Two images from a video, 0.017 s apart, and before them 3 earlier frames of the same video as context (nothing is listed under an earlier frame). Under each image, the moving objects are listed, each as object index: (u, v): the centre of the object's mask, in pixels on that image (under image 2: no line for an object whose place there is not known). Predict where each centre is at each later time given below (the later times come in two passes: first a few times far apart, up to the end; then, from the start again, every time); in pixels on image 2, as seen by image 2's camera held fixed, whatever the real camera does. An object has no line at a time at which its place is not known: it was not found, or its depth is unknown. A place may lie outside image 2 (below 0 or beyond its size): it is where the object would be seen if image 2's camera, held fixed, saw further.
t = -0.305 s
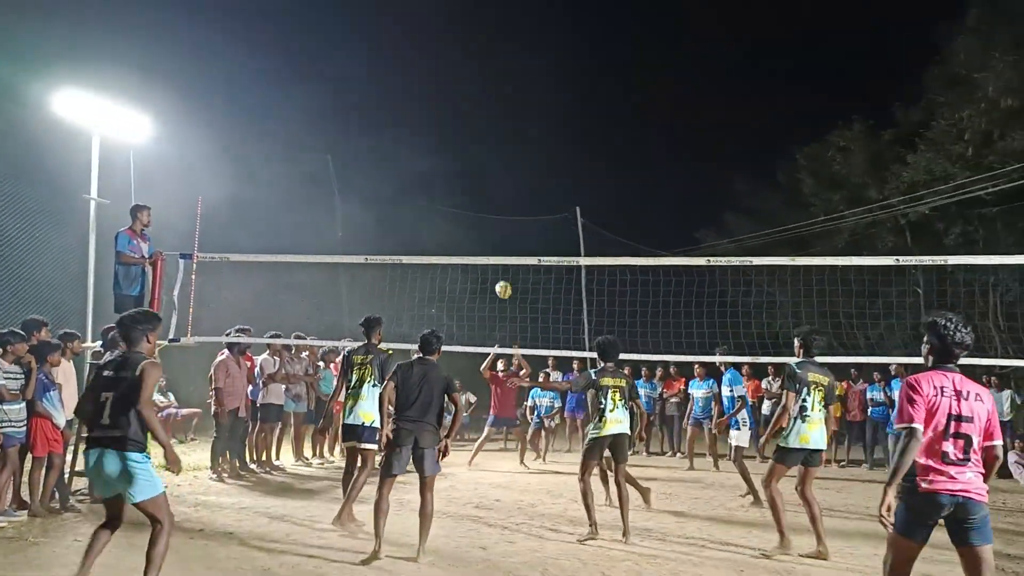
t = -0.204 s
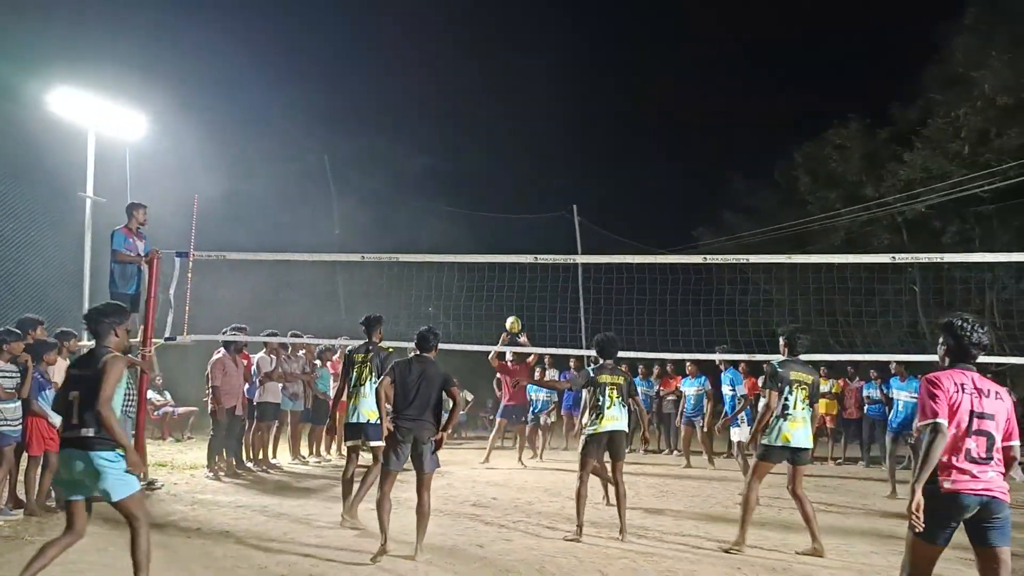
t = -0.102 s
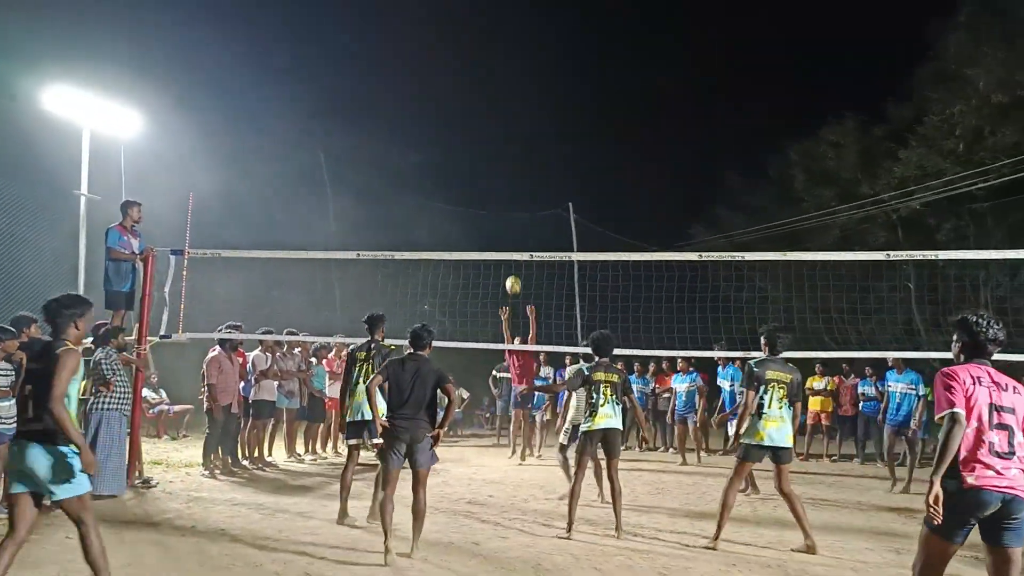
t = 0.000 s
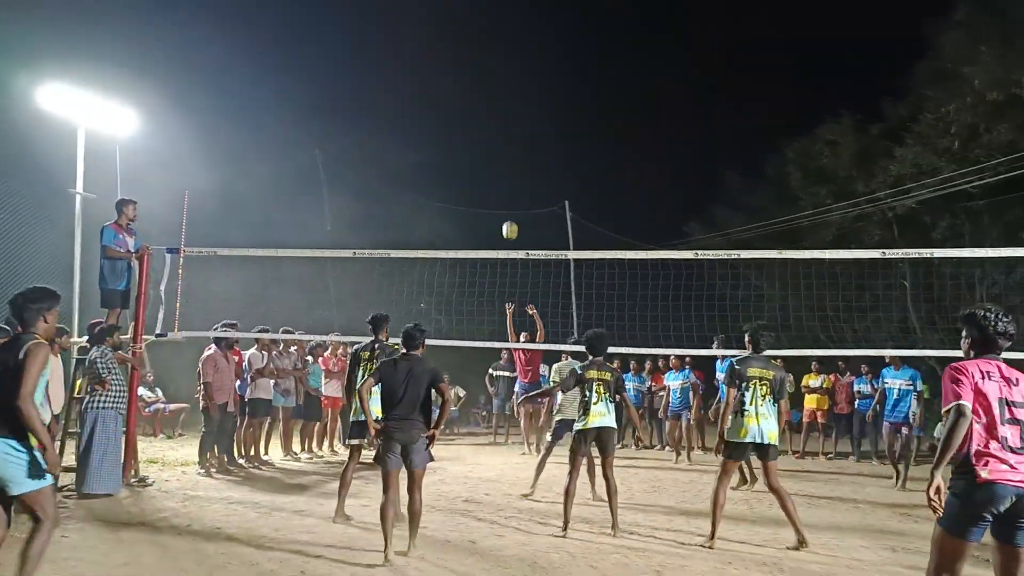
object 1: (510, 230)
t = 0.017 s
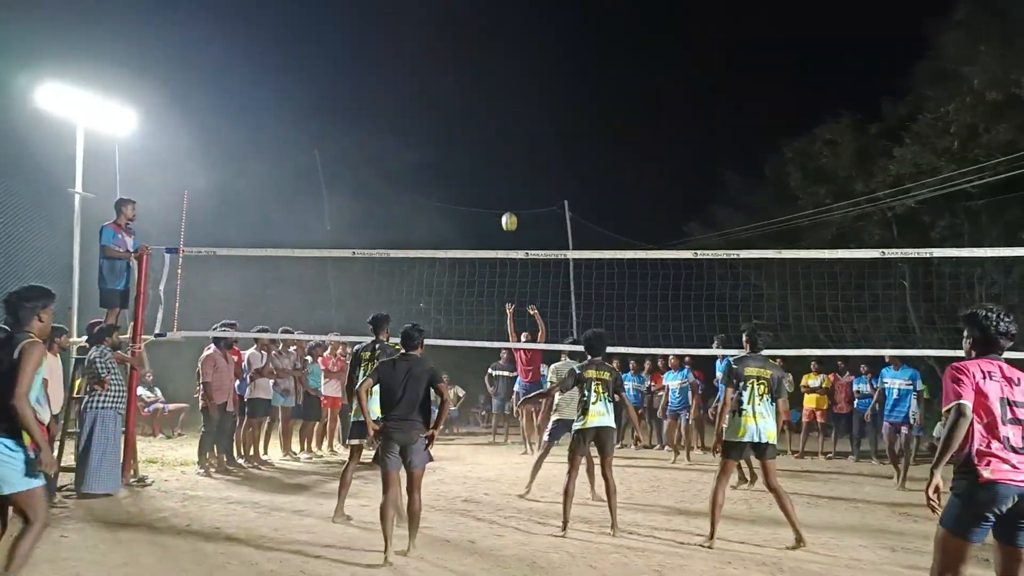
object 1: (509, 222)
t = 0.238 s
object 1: (507, 131)
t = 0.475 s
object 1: (504, 69)
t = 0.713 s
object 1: (500, 43)
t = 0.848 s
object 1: (496, 47)
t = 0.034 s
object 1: (509, 214)
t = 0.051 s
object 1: (509, 206)
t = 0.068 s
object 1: (509, 198)
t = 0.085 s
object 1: (509, 191)
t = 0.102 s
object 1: (509, 184)
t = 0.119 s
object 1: (508, 177)
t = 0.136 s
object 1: (508, 170)
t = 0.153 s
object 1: (508, 163)
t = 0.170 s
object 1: (508, 156)
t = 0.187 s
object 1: (508, 150)
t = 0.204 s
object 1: (507, 143)
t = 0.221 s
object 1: (507, 137)
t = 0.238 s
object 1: (507, 131)
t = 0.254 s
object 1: (507, 126)
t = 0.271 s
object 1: (507, 120)
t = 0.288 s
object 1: (507, 115)
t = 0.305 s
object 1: (507, 110)
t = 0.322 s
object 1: (506, 105)
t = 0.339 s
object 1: (506, 100)
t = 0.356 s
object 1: (506, 95)
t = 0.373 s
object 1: (505, 91)
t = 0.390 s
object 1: (505, 87)
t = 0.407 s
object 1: (505, 83)
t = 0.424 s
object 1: (505, 79)
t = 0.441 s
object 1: (504, 75)
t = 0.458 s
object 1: (504, 72)
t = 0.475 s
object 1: (504, 69)
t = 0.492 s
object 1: (504, 65)
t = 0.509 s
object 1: (503, 62)
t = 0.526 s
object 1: (503, 60)
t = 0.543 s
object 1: (503, 57)
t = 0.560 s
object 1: (502, 55)
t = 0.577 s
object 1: (502, 53)
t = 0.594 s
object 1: (502, 51)
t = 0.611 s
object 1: (502, 49)
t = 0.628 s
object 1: (501, 48)
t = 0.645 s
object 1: (501, 46)
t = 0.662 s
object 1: (501, 45)
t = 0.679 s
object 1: (500, 44)
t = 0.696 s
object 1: (500, 44)
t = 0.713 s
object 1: (500, 43)
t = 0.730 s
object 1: (499, 43)
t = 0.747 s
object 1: (499, 43)
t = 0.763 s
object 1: (498, 43)
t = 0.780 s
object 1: (498, 44)
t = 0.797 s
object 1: (498, 44)
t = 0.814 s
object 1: (497, 45)
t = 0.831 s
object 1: (497, 46)
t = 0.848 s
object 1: (496, 47)
